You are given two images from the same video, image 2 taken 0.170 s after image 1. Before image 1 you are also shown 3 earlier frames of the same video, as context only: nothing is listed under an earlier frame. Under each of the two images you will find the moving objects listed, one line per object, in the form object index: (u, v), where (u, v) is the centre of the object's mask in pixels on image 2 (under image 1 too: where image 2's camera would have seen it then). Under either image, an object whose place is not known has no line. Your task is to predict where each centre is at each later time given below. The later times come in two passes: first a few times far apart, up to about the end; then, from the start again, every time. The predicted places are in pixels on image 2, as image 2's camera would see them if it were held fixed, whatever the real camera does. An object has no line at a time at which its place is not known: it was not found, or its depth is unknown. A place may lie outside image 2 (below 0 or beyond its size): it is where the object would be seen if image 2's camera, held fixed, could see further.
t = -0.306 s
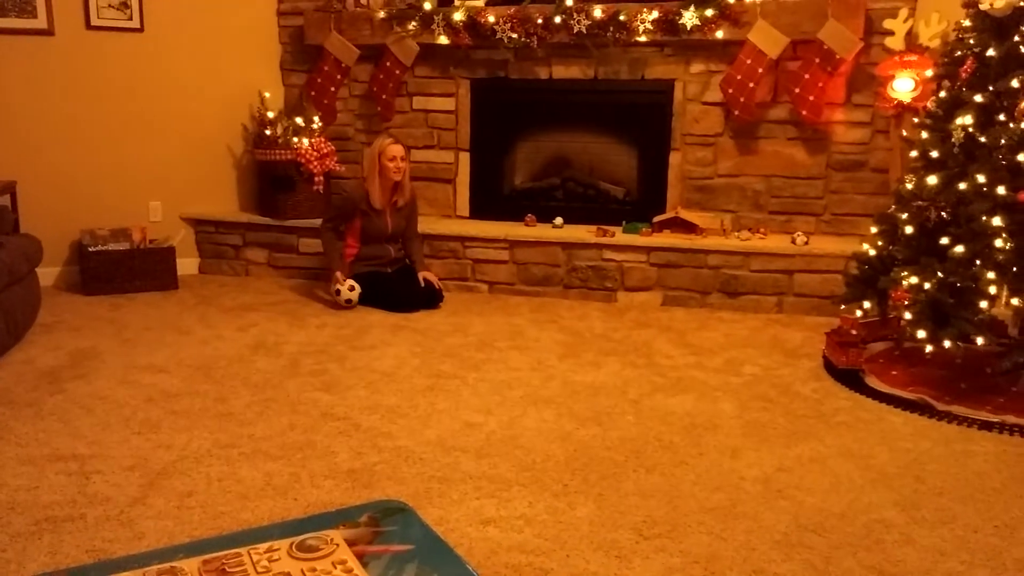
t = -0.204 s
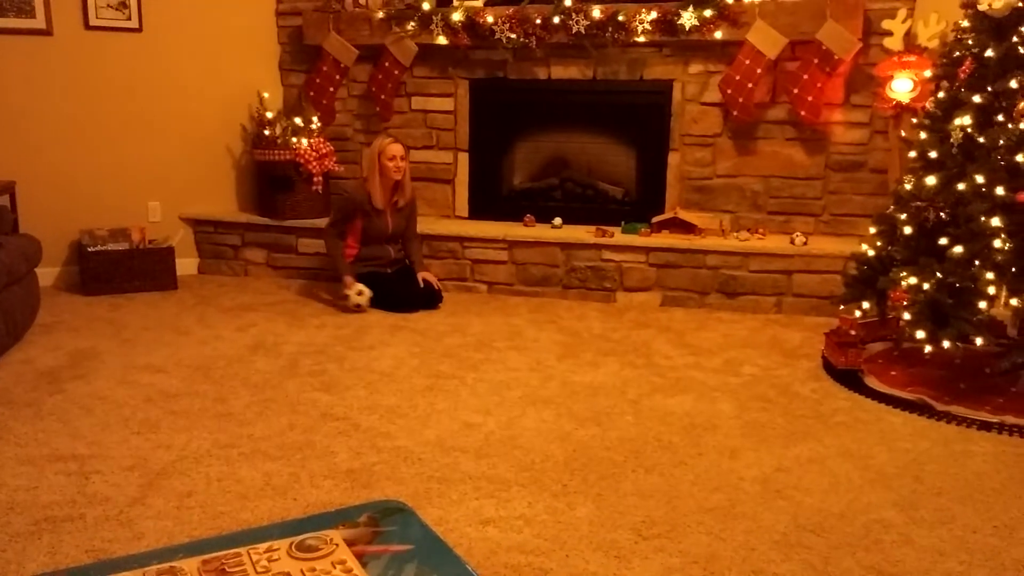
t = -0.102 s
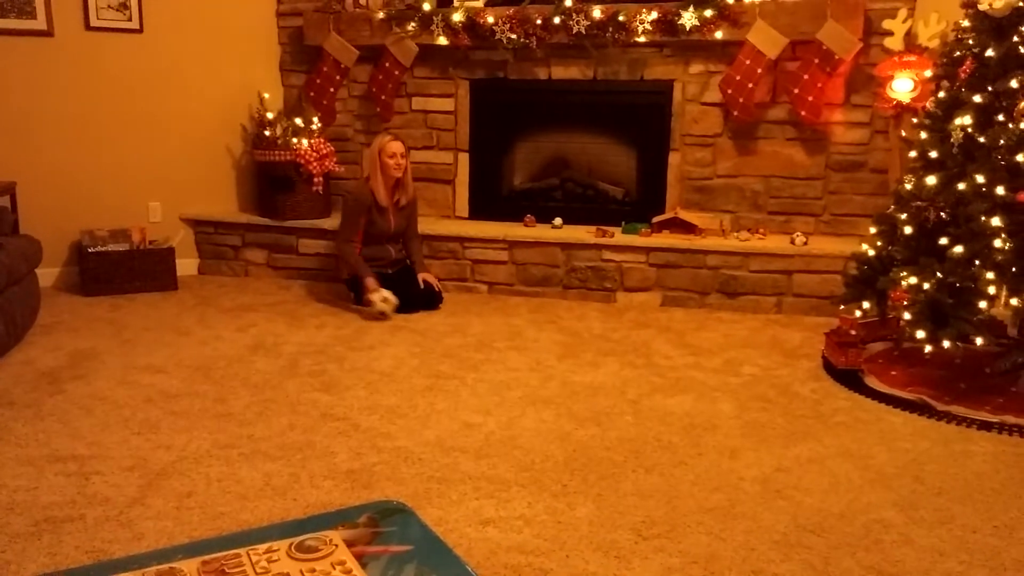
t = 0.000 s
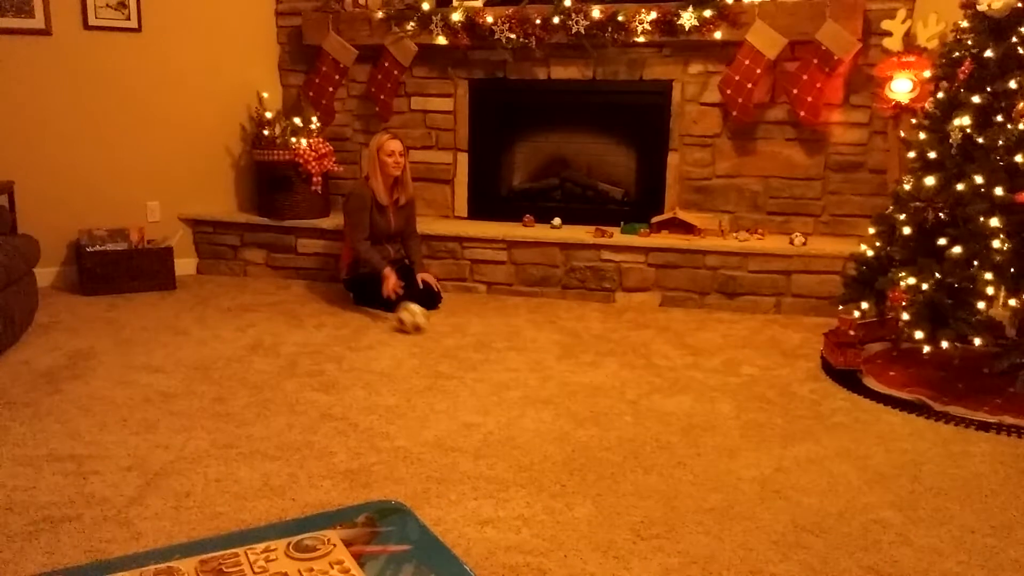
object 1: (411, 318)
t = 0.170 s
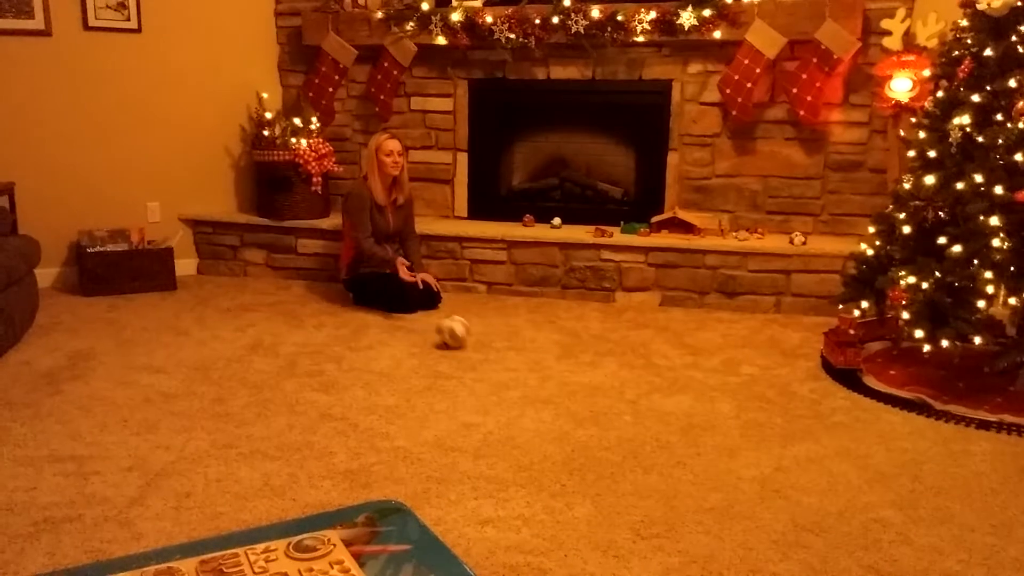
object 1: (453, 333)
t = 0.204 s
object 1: (459, 336)
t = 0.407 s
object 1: (506, 356)
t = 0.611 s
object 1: (554, 376)
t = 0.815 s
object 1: (604, 397)
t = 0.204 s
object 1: (459, 336)
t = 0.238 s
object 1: (468, 339)
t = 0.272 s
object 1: (476, 343)
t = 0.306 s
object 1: (481, 347)
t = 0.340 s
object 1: (491, 348)
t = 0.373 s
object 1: (498, 351)
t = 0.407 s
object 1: (506, 356)
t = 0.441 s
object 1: (513, 359)
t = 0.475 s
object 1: (521, 363)
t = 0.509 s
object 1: (531, 366)
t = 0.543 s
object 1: (538, 369)
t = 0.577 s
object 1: (547, 373)
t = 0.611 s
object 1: (554, 376)
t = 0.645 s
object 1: (562, 380)
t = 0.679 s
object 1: (570, 384)
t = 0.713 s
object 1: (579, 387)
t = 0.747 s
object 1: (588, 390)
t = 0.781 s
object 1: (597, 394)
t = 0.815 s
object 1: (604, 397)
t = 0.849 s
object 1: (613, 402)
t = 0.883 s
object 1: (623, 407)
